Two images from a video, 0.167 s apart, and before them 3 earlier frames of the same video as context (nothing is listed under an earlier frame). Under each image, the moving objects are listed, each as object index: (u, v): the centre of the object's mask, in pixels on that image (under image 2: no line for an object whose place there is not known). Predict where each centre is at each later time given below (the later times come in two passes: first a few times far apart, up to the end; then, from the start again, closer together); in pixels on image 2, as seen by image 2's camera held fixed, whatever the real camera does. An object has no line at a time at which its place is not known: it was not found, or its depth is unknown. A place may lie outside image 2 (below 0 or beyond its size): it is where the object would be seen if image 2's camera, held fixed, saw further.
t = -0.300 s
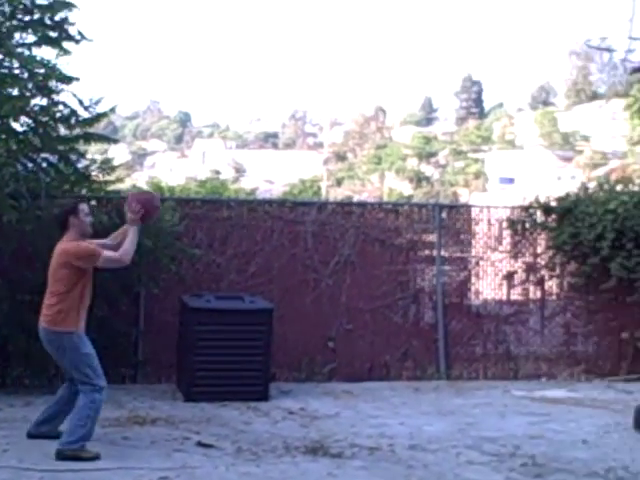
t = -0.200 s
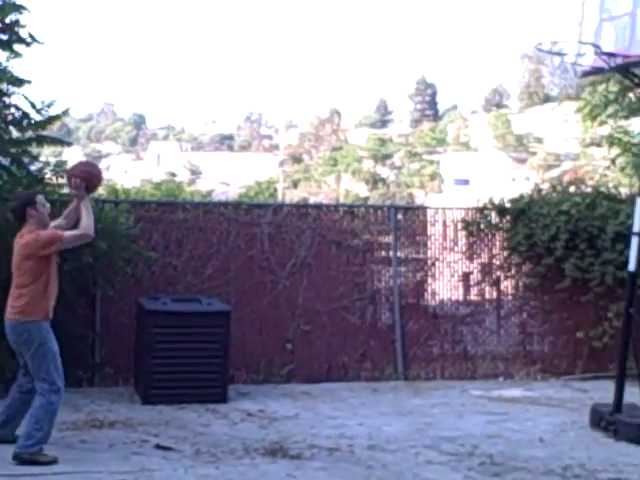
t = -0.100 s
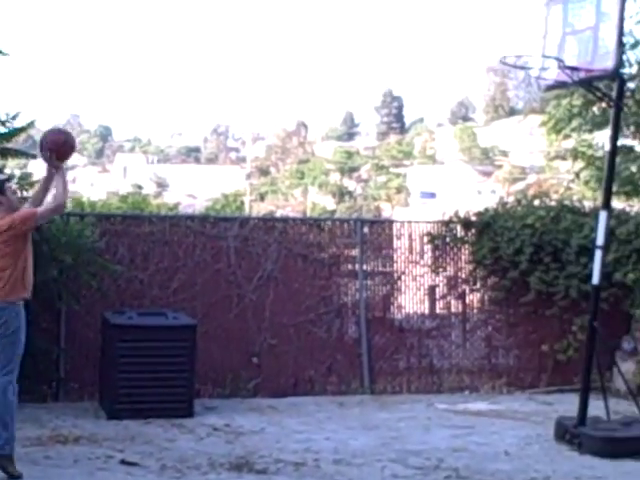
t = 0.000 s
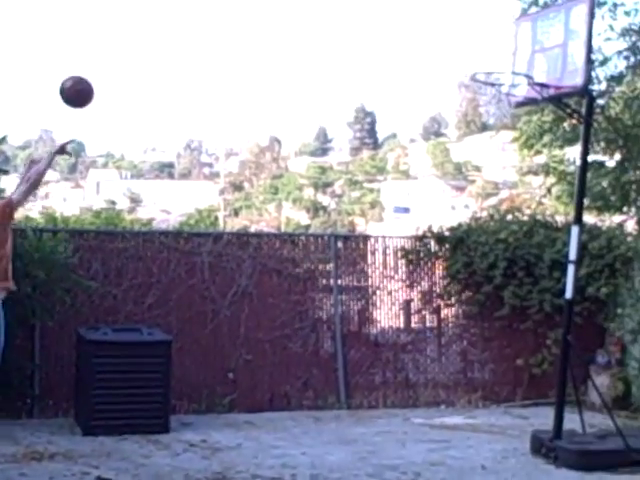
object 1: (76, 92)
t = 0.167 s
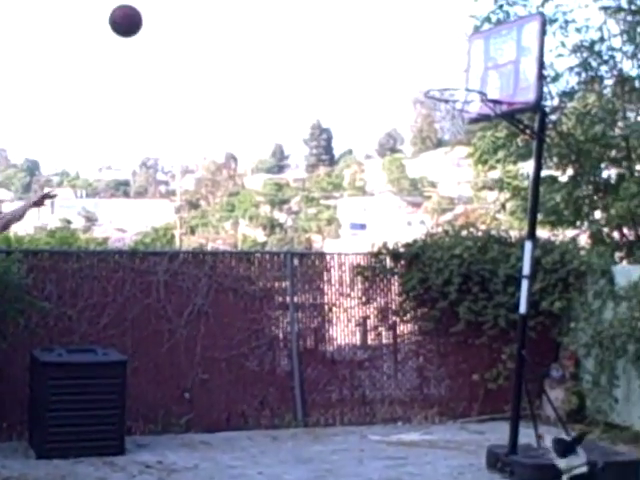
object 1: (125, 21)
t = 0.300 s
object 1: (196, -14)
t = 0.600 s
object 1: (339, -14)
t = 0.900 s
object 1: (470, 91)
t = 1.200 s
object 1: (381, 54)
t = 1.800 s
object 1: (191, 332)
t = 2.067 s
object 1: (129, 417)
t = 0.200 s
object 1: (142, 8)
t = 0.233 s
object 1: (159, -2)
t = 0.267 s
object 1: (179, -8)
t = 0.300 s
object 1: (196, -14)
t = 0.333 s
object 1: (211, -20)
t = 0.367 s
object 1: (229, -24)
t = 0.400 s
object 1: (247, -24)
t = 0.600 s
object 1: (339, -14)
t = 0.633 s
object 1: (355, -11)
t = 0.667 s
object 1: (371, -5)
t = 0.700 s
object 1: (386, 5)
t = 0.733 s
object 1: (399, 16)
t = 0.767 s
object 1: (414, 29)
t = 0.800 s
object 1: (429, 44)
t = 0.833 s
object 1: (445, 60)
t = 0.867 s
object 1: (459, 77)
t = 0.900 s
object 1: (470, 91)
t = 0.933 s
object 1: (461, 83)
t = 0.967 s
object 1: (451, 76)
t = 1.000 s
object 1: (441, 68)
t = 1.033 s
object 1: (429, 62)
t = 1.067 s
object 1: (421, 59)
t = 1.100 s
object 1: (411, 55)
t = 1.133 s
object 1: (400, 53)
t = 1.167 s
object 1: (390, 53)
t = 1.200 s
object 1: (381, 54)
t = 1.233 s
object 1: (370, 56)
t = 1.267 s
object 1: (359, 58)
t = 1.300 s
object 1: (349, 63)
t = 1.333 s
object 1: (339, 70)
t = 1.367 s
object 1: (329, 78)
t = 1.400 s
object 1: (318, 88)
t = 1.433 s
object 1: (307, 99)
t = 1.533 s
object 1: (276, 143)
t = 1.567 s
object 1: (265, 160)
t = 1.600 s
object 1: (254, 180)
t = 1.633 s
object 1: (243, 202)
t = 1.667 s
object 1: (234, 225)
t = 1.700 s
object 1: (224, 249)
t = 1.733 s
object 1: (213, 274)
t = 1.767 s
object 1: (202, 303)
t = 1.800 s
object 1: (191, 332)
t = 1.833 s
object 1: (180, 363)
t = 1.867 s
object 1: (172, 395)
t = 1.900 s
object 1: (160, 431)
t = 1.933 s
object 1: (146, 469)
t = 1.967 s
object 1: (140, 467)
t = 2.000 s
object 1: (137, 449)
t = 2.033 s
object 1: (134, 432)
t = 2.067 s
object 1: (129, 417)
